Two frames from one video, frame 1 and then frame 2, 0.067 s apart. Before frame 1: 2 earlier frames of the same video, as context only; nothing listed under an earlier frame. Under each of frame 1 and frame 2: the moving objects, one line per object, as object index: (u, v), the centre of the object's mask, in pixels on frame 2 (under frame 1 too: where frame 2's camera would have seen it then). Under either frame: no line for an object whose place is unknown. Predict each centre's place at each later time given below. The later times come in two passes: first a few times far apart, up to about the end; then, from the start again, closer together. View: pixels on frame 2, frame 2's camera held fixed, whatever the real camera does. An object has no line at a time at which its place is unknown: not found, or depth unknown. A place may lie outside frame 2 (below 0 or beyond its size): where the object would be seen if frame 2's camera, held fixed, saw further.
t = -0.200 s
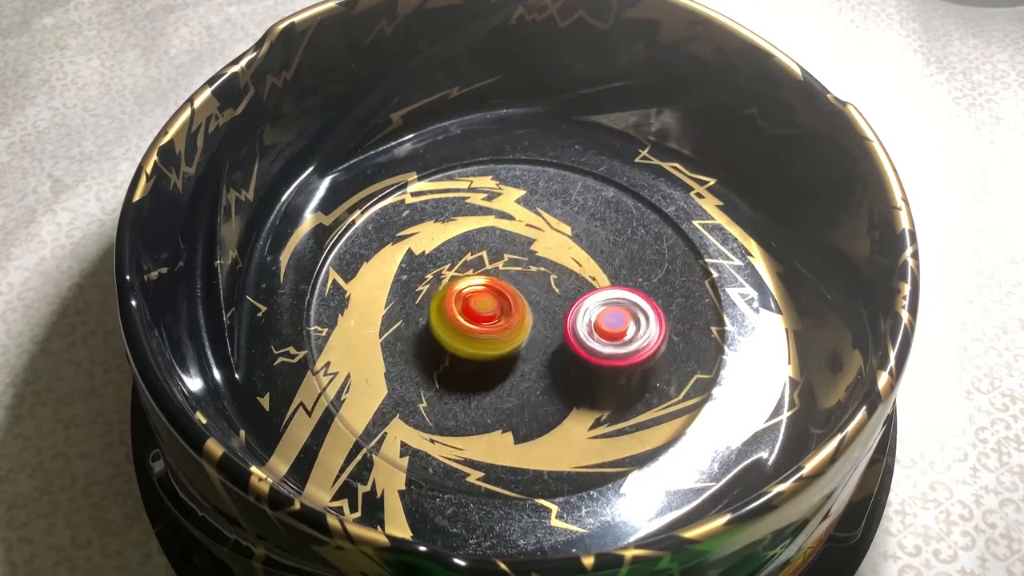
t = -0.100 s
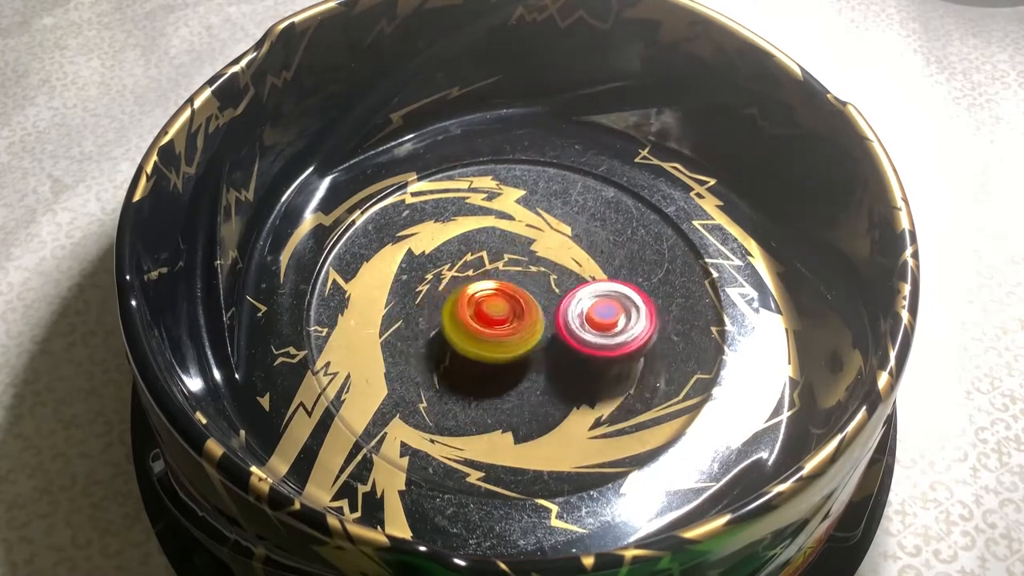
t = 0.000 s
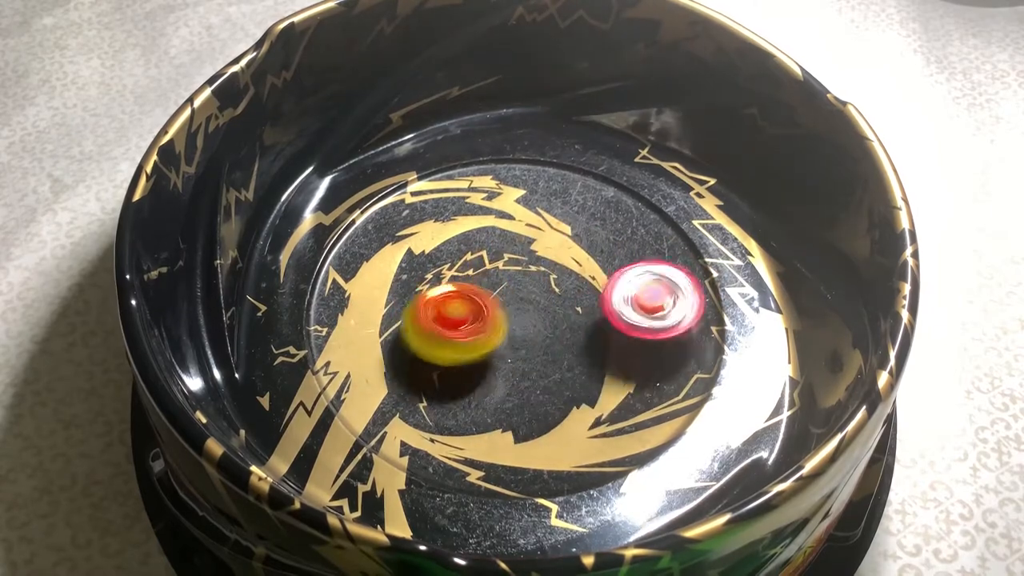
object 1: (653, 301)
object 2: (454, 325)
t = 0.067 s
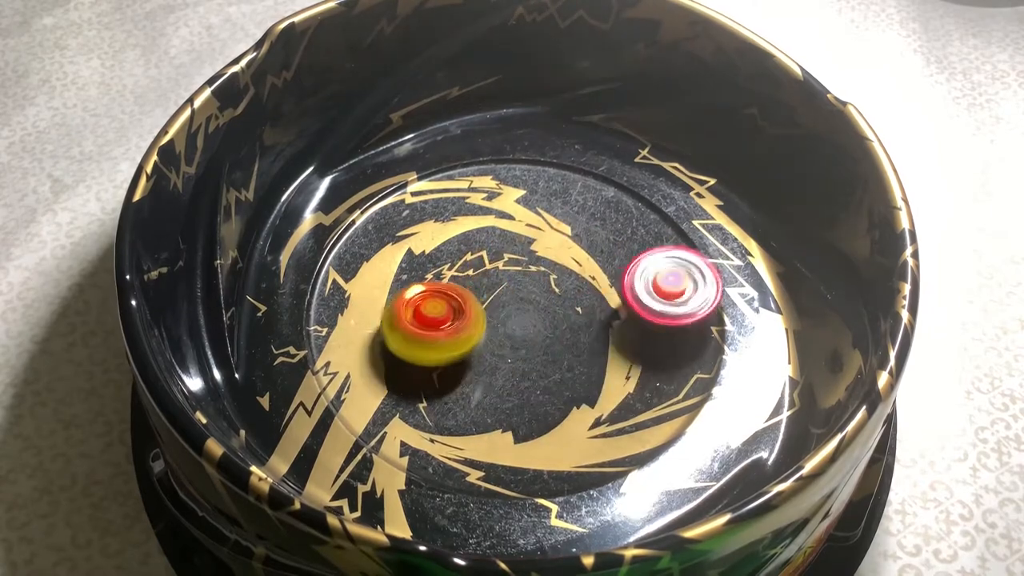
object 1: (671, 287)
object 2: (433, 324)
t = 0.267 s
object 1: (633, 258)
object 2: (460, 314)
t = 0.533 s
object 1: (720, 177)
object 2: (320, 352)
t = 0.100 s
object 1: (672, 279)
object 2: (432, 323)
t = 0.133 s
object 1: (667, 272)
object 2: (435, 322)
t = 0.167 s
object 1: (660, 267)
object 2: (440, 320)
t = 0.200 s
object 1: (652, 262)
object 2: (446, 318)
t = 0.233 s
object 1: (642, 260)
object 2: (453, 317)
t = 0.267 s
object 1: (633, 258)
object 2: (460, 314)
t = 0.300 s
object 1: (624, 258)
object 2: (466, 313)
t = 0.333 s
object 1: (615, 257)
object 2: (473, 311)
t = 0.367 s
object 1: (608, 257)
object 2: (479, 309)
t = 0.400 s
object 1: (600, 258)
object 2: (486, 308)
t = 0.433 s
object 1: (592, 258)
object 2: (491, 305)
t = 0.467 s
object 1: (598, 252)
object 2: (486, 309)
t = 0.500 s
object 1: (667, 213)
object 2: (407, 333)
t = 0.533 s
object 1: (720, 177)
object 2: (320, 352)
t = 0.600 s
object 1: (706, 178)
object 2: (262, 332)
